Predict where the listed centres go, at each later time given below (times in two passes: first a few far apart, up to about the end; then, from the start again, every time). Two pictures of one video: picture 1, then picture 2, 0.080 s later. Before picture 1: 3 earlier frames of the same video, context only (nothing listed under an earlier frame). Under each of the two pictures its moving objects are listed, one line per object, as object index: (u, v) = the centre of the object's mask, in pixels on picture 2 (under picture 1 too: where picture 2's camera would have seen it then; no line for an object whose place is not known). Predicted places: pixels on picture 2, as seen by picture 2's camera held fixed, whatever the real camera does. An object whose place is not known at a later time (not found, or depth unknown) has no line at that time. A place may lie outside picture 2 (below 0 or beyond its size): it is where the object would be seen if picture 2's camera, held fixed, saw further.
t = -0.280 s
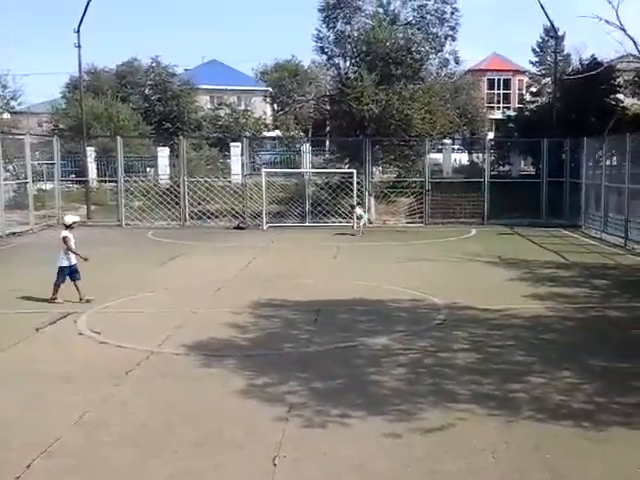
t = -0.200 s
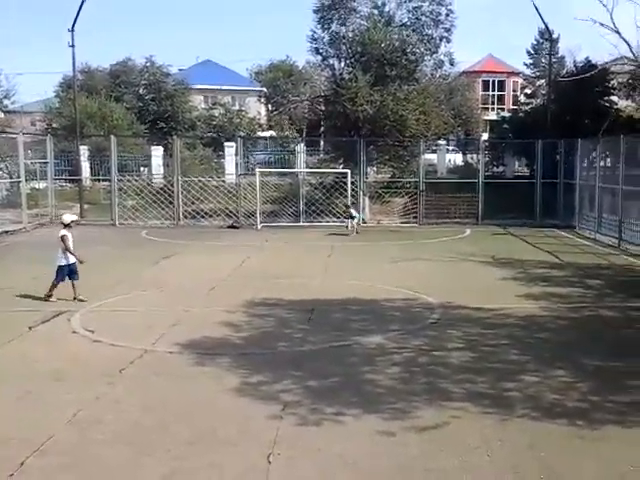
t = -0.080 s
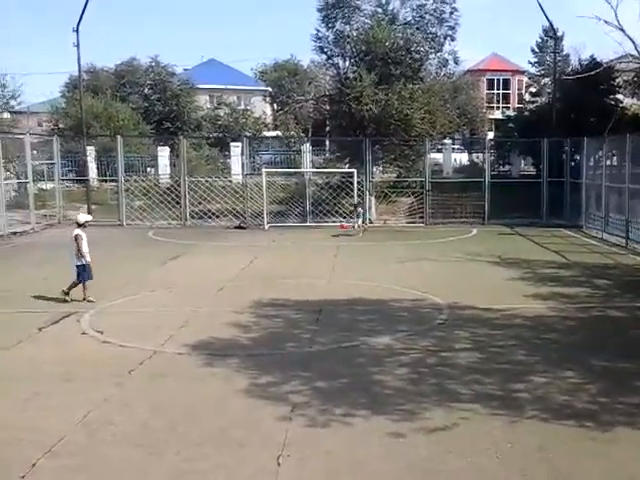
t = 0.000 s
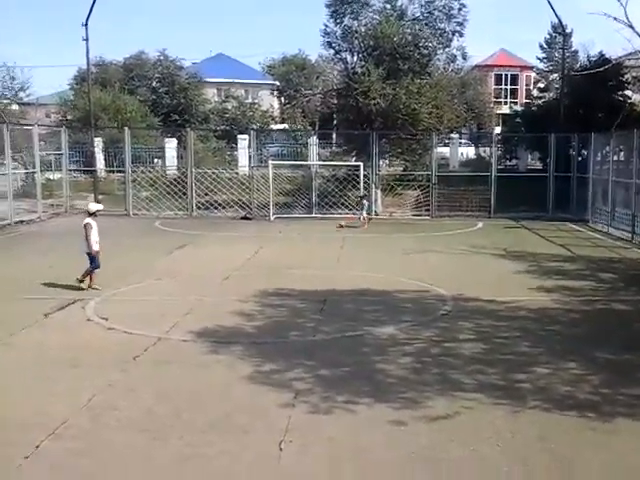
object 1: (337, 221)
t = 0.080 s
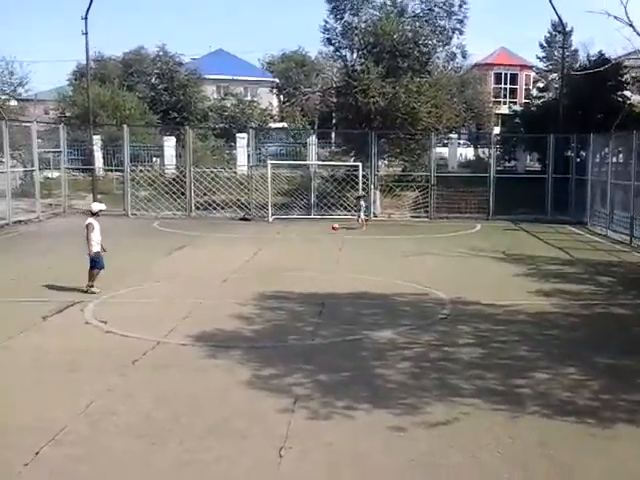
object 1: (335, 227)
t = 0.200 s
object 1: (328, 220)
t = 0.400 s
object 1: (316, 224)
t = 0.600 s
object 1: (303, 238)
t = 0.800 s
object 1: (291, 230)
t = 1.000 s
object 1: (277, 240)
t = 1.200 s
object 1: (260, 243)
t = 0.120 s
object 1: (332, 223)
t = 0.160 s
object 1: (331, 220)
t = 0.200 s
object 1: (328, 220)
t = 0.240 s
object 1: (326, 222)
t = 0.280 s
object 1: (325, 220)
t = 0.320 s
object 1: (327, 221)
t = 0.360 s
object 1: (320, 218)
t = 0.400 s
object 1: (316, 224)
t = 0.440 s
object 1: (312, 226)
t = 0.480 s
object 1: (311, 229)
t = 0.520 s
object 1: (310, 232)
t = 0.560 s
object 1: (306, 235)
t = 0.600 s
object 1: (303, 238)
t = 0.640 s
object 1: (301, 235)
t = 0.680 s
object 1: (299, 232)
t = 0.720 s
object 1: (297, 231)
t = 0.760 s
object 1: (293, 231)
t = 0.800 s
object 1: (291, 230)
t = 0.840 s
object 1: (287, 230)
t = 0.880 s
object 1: (286, 232)
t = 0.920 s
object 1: (282, 234)
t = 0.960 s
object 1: (280, 237)
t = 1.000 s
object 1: (277, 240)
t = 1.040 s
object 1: (273, 245)
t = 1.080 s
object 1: (270, 246)
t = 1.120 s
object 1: (269, 244)
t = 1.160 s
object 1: (264, 244)
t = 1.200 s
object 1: (260, 243)
